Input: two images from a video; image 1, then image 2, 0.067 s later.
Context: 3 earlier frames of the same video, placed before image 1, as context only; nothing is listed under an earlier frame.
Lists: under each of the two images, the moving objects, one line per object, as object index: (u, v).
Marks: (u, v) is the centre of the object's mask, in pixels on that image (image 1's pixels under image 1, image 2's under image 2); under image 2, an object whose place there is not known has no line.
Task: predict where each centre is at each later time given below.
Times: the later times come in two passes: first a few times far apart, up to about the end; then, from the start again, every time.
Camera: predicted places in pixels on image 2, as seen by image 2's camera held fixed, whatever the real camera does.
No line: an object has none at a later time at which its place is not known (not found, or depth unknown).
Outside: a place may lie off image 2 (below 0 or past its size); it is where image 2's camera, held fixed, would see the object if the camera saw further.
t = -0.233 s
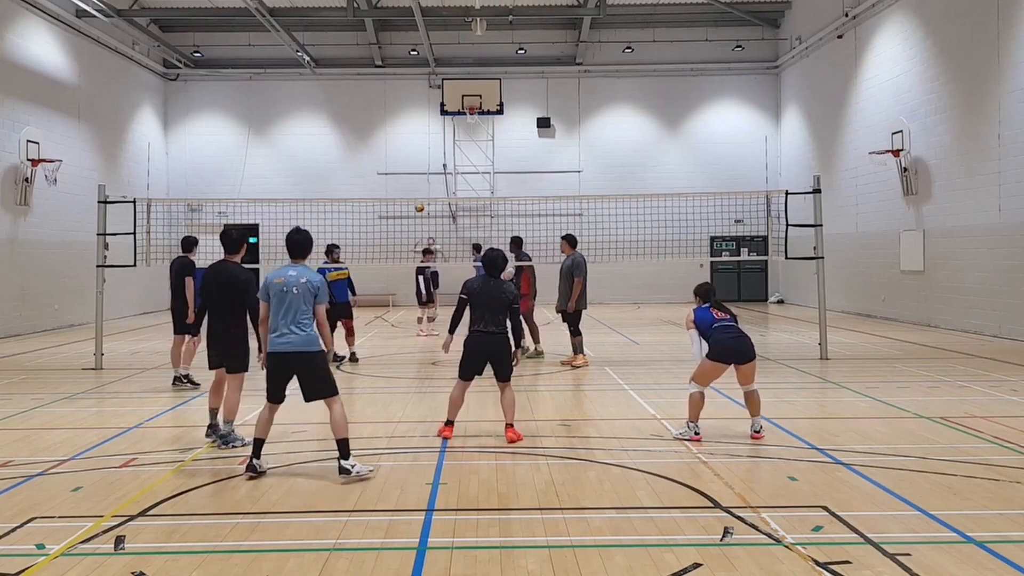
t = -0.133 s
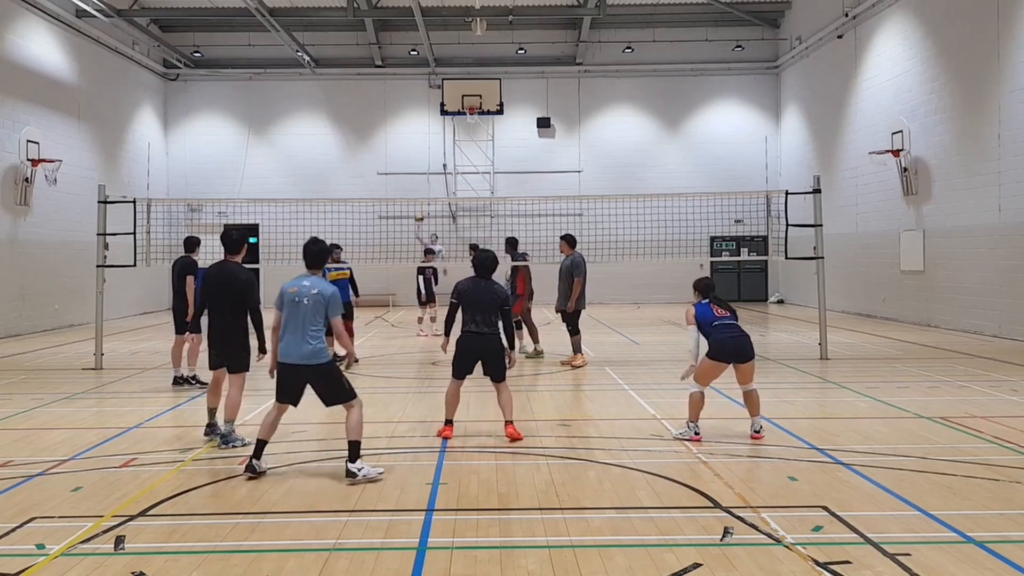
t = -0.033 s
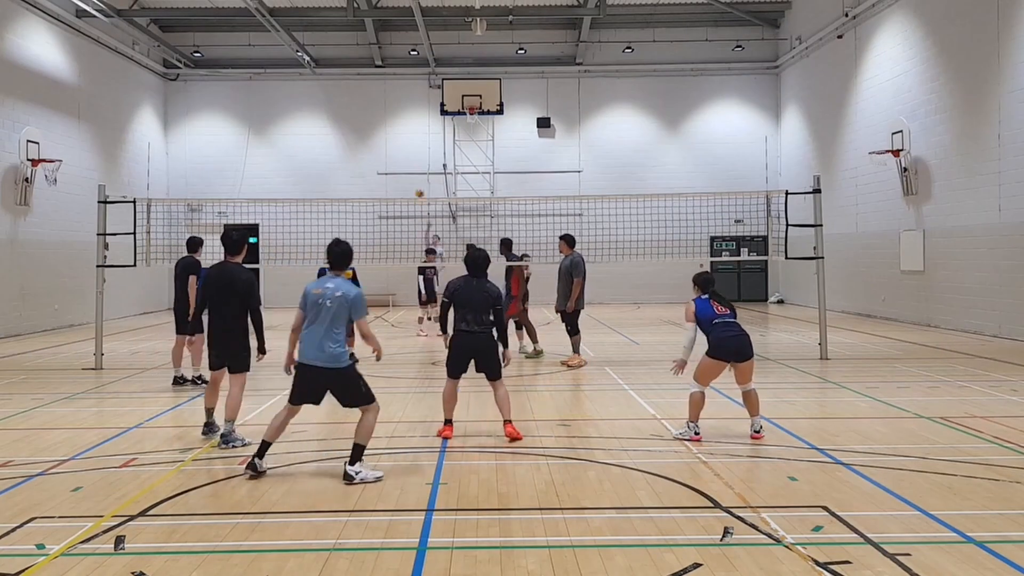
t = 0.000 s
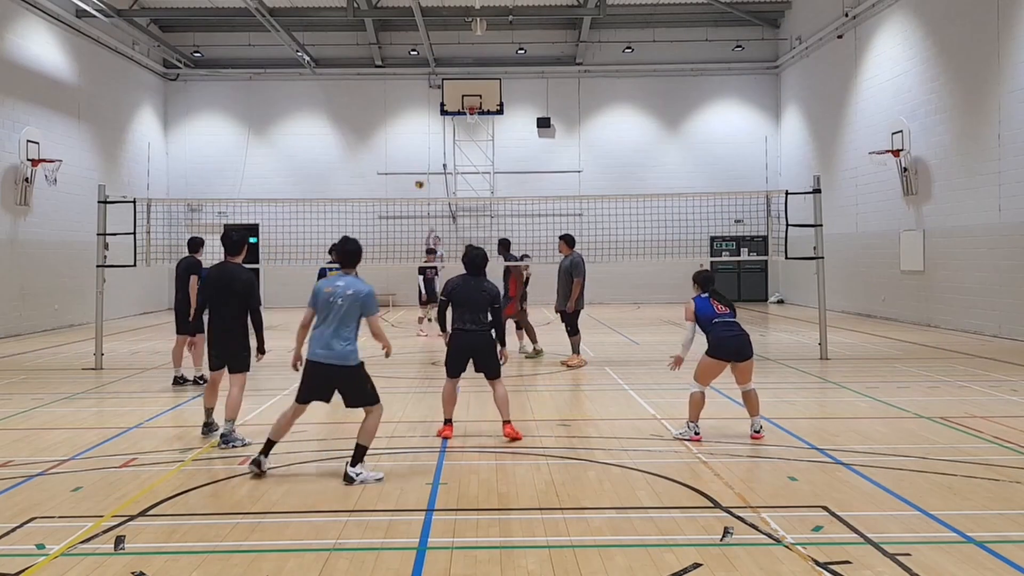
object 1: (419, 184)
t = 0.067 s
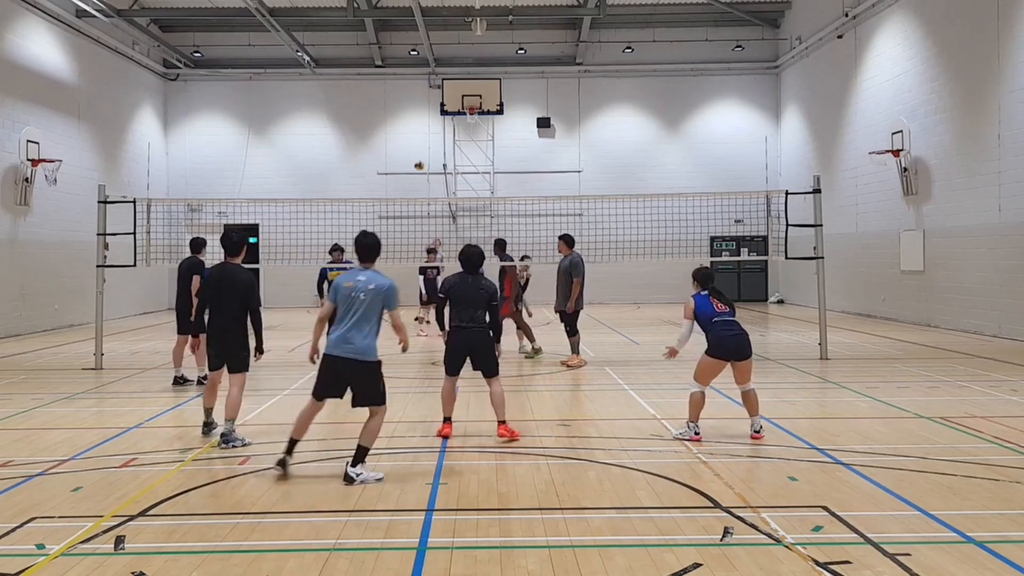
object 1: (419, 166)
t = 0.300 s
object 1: (419, 112)
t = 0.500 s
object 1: (419, 81)
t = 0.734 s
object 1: (415, 72)
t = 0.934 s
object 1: (407, 96)
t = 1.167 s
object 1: (401, 179)
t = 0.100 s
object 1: (419, 157)
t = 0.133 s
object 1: (419, 149)
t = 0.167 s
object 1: (419, 141)
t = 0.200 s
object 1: (419, 133)
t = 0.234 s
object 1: (419, 126)
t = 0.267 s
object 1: (419, 119)
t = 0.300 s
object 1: (419, 112)
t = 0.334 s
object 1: (419, 106)
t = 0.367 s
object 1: (420, 100)
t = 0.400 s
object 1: (420, 95)
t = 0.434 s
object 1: (420, 90)
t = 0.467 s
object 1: (419, 85)
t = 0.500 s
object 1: (419, 81)
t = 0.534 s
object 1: (419, 79)
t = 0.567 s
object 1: (419, 76)
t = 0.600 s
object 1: (419, 74)
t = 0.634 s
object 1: (418, 73)
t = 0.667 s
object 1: (417, 72)
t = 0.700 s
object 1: (416, 72)
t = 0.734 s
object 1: (415, 72)
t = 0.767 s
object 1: (414, 73)
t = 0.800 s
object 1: (413, 76)
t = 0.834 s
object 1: (411, 79)
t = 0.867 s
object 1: (410, 83)
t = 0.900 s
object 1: (409, 90)
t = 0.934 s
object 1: (407, 96)
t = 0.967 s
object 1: (406, 104)
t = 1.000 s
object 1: (405, 113)
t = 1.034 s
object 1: (404, 124)
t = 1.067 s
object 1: (403, 135)
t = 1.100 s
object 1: (402, 149)
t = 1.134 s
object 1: (401, 163)
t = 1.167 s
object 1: (401, 179)
